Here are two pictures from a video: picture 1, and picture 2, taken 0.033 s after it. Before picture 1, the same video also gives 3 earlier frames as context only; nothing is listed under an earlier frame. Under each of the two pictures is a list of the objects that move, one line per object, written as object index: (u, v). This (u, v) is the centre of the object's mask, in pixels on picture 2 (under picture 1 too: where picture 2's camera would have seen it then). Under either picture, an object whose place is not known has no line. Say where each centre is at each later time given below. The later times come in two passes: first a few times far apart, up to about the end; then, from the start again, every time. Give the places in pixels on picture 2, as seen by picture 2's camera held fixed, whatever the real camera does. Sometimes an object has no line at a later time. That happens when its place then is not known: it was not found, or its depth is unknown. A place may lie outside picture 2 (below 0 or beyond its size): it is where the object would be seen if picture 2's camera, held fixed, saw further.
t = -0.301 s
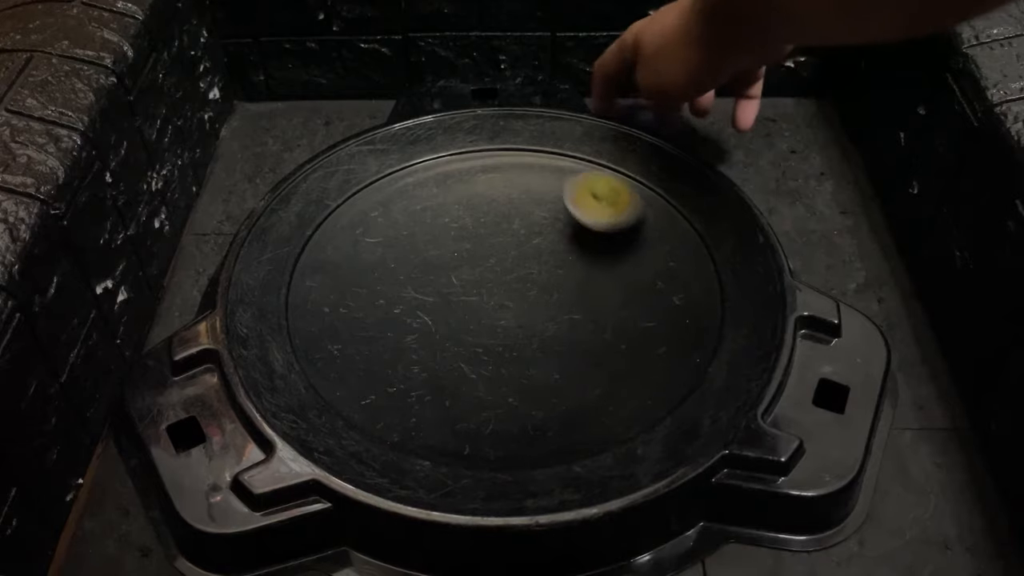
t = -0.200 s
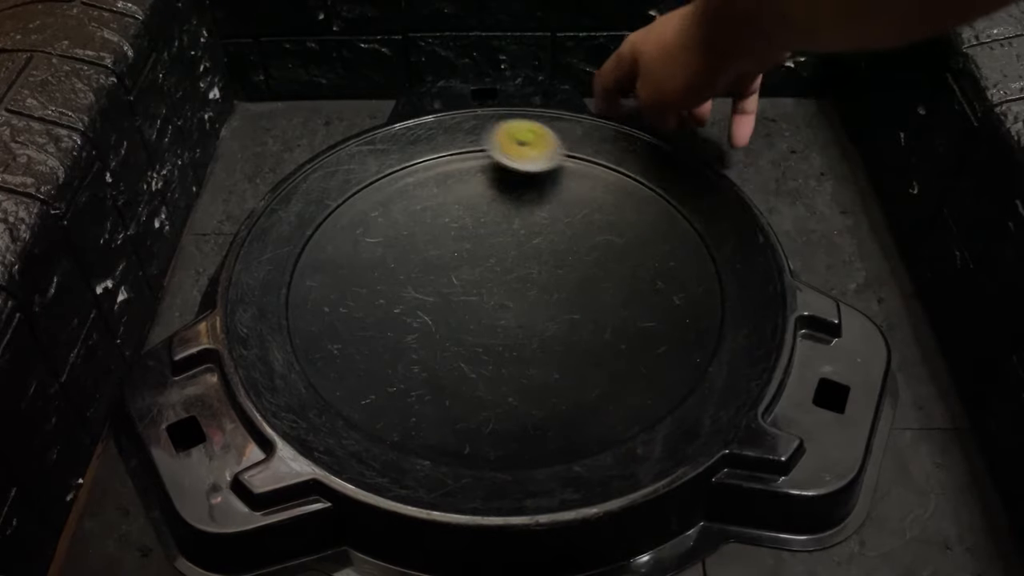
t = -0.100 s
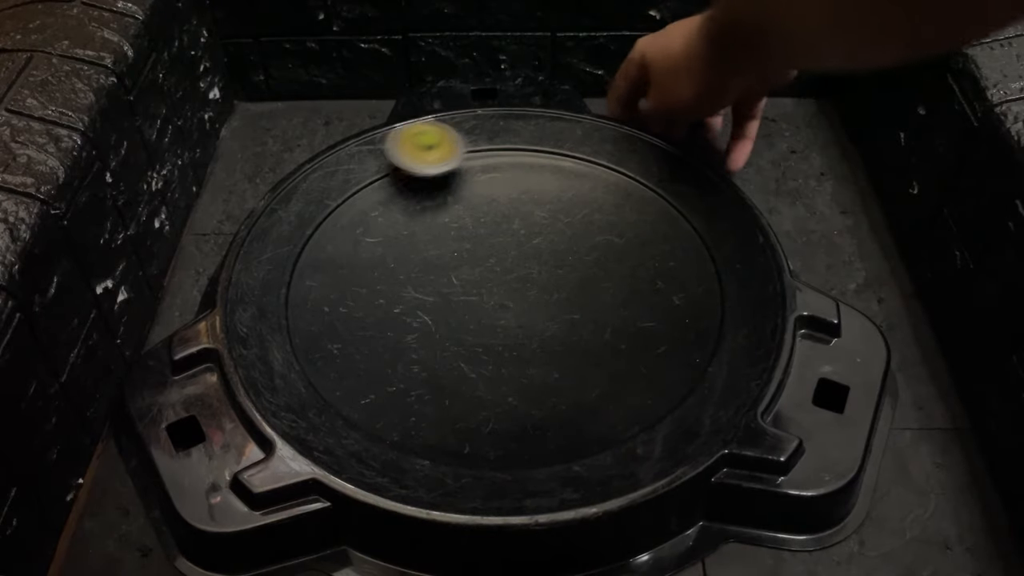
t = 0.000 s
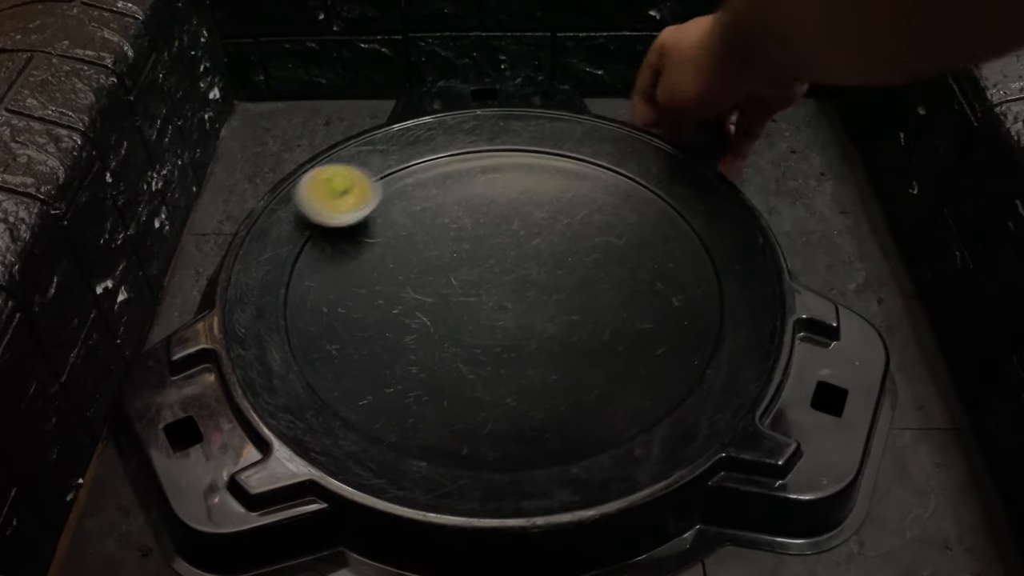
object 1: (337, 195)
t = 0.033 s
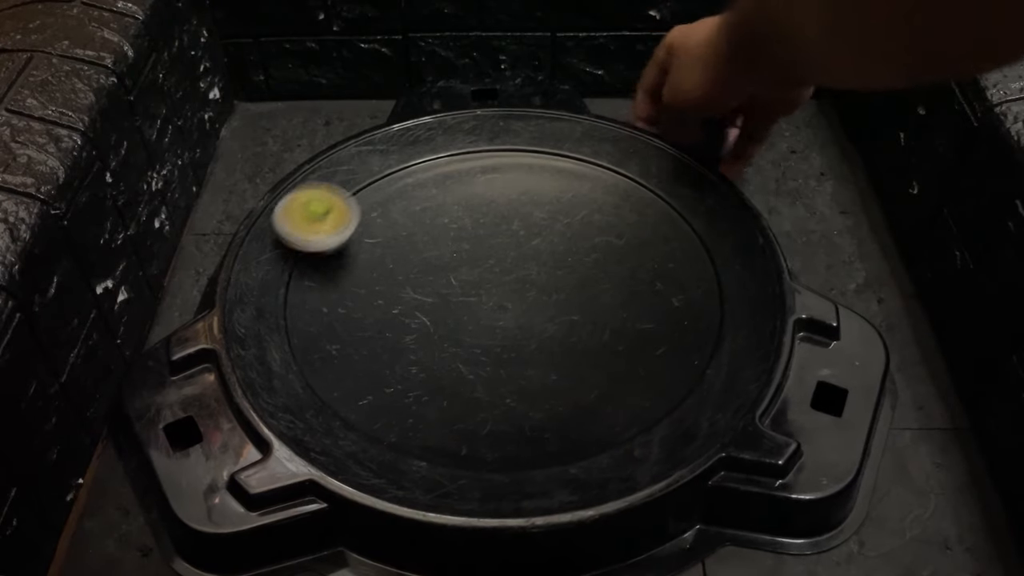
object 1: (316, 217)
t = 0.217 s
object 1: (352, 378)
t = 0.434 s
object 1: (645, 351)
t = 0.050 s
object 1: (307, 231)
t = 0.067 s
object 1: (300, 245)
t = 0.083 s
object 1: (295, 260)
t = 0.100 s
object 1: (292, 275)
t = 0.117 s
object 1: (292, 291)
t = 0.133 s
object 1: (295, 308)
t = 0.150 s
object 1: (302, 324)
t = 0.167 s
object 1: (310, 338)
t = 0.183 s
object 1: (321, 352)
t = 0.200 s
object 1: (335, 365)
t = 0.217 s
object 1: (352, 378)
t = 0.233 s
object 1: (372, 389)
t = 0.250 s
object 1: (394, 398)
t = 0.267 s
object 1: (417, 405)
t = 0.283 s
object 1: (443, 410)
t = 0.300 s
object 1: (468, 412)
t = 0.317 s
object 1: (493, 412)
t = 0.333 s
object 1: (518, 410)
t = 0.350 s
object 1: (543, 405)
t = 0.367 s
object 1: (567, 398)
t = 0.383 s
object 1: (590, 388)
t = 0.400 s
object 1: (610, 377)
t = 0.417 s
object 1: (629, 364)
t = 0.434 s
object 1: (645, 351)
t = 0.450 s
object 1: (658, 336)
